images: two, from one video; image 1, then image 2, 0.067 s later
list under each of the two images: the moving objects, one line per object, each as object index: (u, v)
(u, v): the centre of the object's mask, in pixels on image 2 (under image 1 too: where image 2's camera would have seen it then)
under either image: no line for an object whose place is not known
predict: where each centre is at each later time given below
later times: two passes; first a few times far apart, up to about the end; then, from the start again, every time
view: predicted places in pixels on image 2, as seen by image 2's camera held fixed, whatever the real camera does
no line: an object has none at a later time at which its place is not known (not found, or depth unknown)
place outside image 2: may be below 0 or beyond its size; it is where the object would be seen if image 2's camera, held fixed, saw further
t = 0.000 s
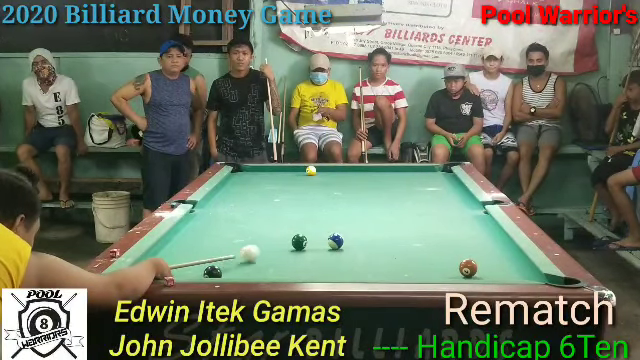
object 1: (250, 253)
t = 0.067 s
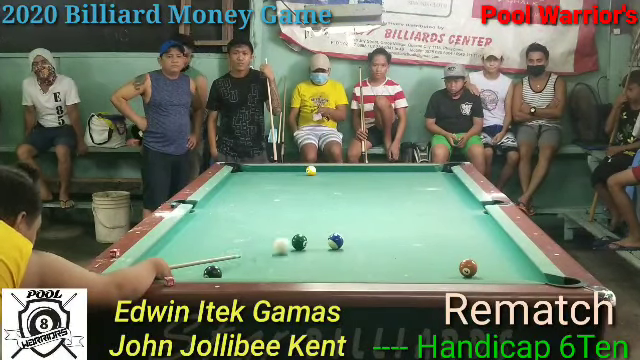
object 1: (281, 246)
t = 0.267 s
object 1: (292, 241)
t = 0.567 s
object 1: (308, 233)
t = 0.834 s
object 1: (321, 229)
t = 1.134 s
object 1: (334, 224)
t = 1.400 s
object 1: (344, 219)
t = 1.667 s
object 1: (353, 216)
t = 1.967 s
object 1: (362, 212)
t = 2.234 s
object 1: (369, 209)
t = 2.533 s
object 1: (376, 207)
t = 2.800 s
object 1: (381, 205)
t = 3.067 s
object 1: (386, 203)
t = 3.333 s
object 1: (390, 202)
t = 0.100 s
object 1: (286, 244)
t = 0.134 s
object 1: (286, 244)
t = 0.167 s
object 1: (287, 243)
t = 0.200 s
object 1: (288, 242)
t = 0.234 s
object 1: (290, 241)
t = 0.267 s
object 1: (292, 241)
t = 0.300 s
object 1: (294, 240)
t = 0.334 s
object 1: (296, 239)
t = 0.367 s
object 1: (297, 238)
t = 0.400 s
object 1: (299, 237)
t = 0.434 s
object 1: (302, 236)
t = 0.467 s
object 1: (303, 236)
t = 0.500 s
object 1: (305, 235)
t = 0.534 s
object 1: (306, 234)
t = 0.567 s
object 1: (308, 233)
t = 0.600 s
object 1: (310, 233)
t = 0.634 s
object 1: (312, 232)
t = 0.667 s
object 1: (314, 232)
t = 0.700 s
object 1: (316, 231)
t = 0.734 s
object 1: (317, 231)
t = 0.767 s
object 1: (318, 230)
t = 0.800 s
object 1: (320, 230)
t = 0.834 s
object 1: (321, 229)
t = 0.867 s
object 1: (323, 228)
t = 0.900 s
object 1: (324, 227)
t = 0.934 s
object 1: (326, 227)
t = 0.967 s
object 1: (327, 226)
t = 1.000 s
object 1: (328, 226)
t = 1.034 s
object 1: (329, 225)
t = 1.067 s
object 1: (331, 225)
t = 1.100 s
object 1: (333, 224)
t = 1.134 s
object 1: (334, 224)
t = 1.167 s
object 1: (335, 223)
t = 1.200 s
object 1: (336, 223)
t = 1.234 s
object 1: (338, 222)
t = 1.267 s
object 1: (340, 222)
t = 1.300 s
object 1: (340, 221)
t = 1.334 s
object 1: (342, 221)
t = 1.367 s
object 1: (343, 220)
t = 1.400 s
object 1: (344, 219)
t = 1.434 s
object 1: (345, 219)
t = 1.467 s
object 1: (346, 219)
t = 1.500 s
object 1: (347, 218)
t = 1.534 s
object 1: (348, 218)
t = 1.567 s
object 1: (349, 217)
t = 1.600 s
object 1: (351, 217)
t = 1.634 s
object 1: (352, 216)
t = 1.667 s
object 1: (353, 216)
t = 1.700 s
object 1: (354, 216)
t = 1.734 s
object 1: (355, 215)
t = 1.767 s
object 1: (357, 215)
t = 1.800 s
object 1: (358, 214)
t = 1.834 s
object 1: (359, 214)
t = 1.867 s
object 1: (359, 213)
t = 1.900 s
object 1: (361, 213)
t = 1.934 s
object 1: (361, 213)
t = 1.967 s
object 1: (362, 212)
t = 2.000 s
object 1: (363, 212)
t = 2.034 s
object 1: (364, 212)
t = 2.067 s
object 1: (365, 211)
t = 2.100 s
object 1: (366, 211)
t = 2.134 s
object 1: (366, 210)
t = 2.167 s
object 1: (368, 210)
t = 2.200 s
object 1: (368, 210)
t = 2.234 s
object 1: (369, 209)
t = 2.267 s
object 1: (369, 209)
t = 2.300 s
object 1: (371, 209)
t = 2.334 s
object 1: (371, 209)
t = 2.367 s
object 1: (372, 208)
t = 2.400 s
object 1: (373, 208)
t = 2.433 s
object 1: (373, 208)
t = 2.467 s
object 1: (375, 208)
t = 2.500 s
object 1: (374, 207)
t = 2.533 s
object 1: (376, 207)
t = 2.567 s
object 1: (376, 207)
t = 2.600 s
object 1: (377, 206)
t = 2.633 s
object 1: (377, 206)
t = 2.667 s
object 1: (378, 206)
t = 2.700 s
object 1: (379, 205)
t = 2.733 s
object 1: (380, 205)
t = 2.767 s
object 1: (381, 205)
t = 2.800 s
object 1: (381, 205)
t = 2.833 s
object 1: (381, 205)
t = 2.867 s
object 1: (382, 205)
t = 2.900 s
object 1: (382, 204)
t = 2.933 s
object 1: (383, 204)
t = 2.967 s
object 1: (383, 204)
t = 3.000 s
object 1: (384, 204)
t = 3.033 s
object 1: (385, 203)
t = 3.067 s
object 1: (386, 203)
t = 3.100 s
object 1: (386, 203)
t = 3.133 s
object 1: (387, 202)
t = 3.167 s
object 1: (387, 202)
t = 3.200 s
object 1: (388, 202)
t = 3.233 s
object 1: (388, 202)
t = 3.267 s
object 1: (388, 202)
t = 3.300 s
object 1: (389, 202)
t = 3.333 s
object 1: (390, 202)
